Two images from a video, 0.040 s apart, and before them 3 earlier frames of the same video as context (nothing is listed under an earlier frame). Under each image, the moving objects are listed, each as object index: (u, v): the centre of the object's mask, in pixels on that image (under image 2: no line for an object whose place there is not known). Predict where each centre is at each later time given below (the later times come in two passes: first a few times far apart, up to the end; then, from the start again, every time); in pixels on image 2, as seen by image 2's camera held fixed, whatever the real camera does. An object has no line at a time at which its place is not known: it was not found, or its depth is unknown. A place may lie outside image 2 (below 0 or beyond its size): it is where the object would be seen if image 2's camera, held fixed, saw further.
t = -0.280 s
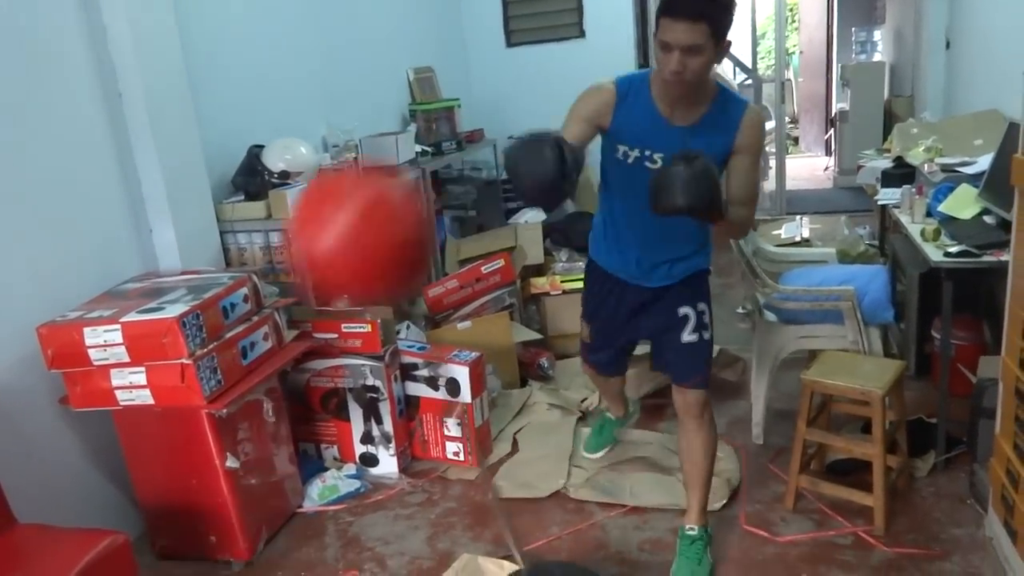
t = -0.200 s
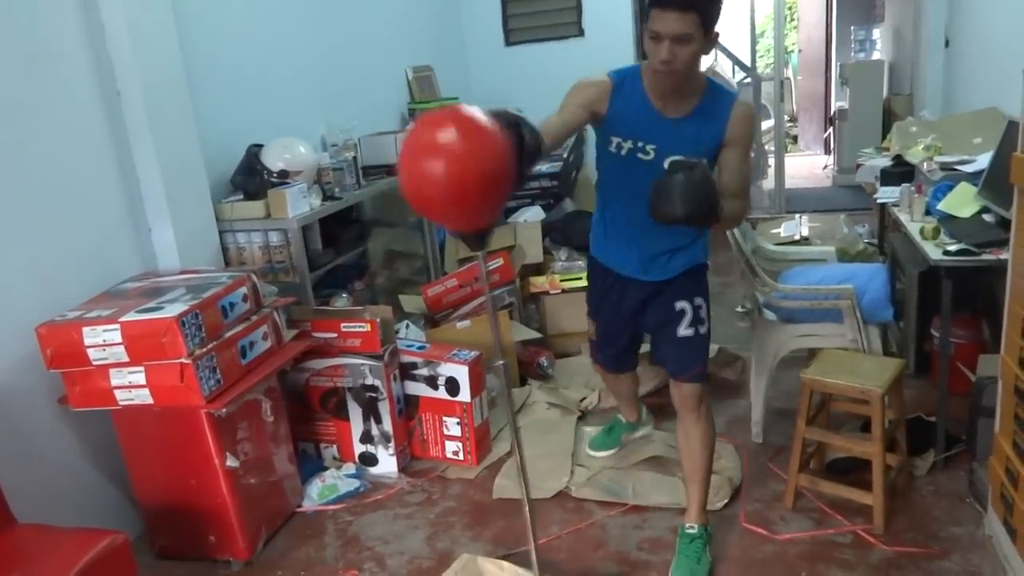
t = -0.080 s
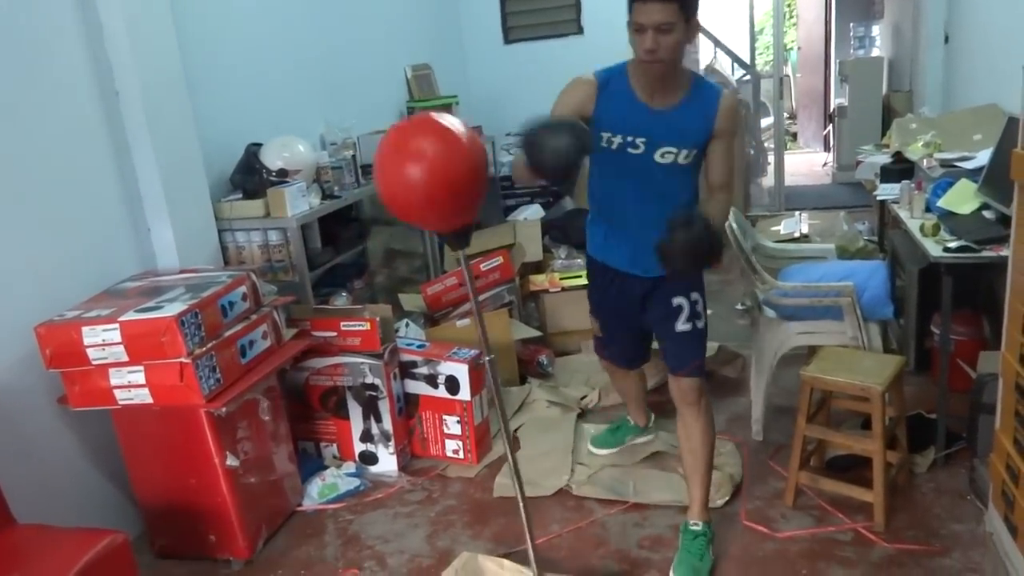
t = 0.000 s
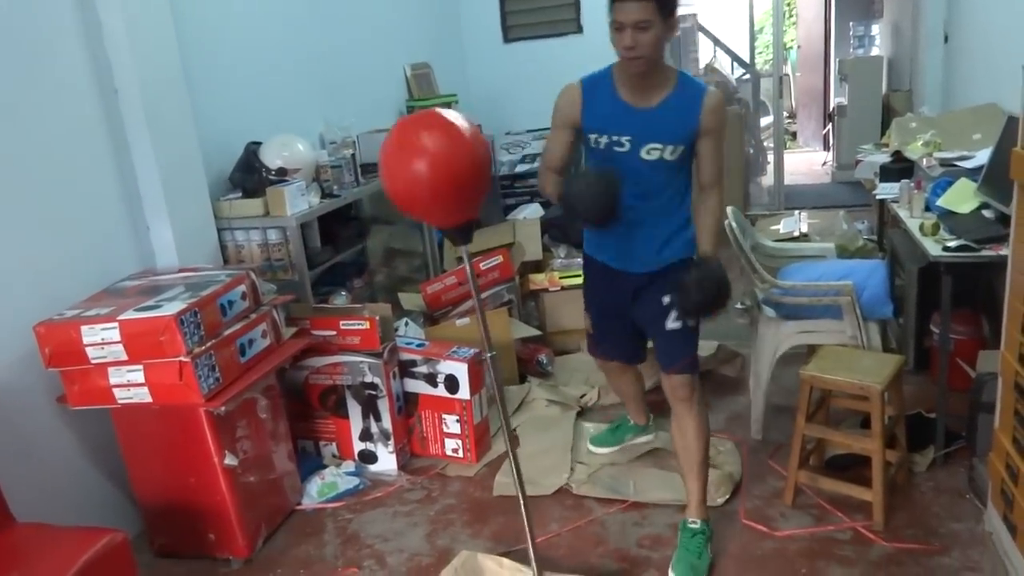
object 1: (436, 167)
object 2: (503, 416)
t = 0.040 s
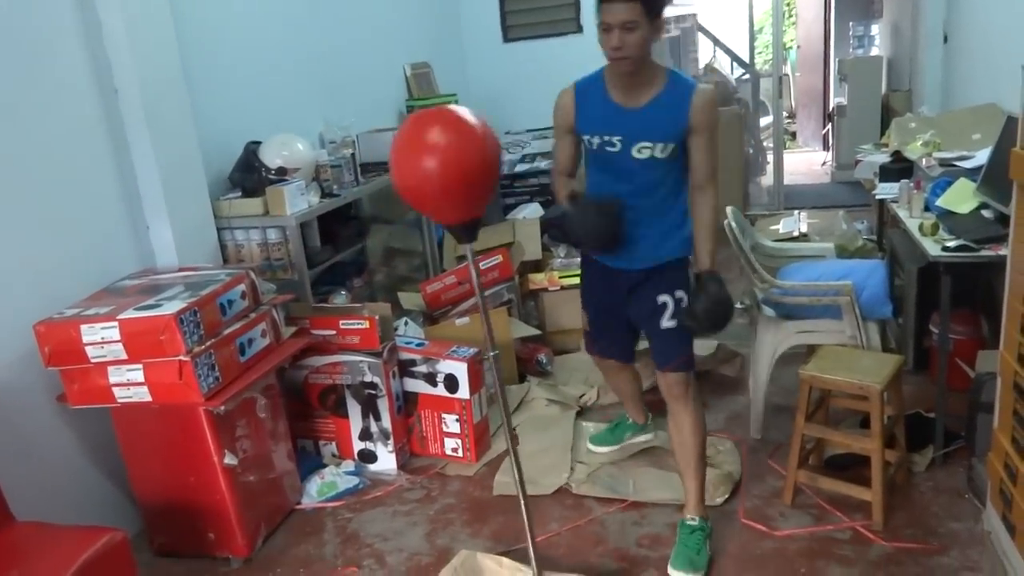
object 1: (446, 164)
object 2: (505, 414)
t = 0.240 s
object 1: (496, 159)
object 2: (524, 409)
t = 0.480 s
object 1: (457, 166)
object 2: (511, 422)
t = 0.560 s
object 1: (454, 167)
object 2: (510, 421)
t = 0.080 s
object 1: (457, 162)
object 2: (511, 416)
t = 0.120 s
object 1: (471, 160)
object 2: (515, 410)
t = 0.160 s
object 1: (484, 159)
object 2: (520, 413)
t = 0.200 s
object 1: (492, 159)
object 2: (523, 409)
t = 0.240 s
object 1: (496, 159)
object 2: (524, 409)
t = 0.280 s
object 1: (496, 160)
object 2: (524, 409)
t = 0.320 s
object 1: (491, 162)
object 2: (522, 413)
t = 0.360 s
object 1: (483, 162)
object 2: (520, 416)
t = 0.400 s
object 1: (473, 164)
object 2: (516, 416)
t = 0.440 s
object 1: (463, 164)
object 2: (513, 420)
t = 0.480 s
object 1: (457, 166)
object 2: (511, 422)
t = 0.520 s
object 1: (454, 166)
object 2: (510, 421)
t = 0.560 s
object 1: (454, 167)
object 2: (510, 421)
